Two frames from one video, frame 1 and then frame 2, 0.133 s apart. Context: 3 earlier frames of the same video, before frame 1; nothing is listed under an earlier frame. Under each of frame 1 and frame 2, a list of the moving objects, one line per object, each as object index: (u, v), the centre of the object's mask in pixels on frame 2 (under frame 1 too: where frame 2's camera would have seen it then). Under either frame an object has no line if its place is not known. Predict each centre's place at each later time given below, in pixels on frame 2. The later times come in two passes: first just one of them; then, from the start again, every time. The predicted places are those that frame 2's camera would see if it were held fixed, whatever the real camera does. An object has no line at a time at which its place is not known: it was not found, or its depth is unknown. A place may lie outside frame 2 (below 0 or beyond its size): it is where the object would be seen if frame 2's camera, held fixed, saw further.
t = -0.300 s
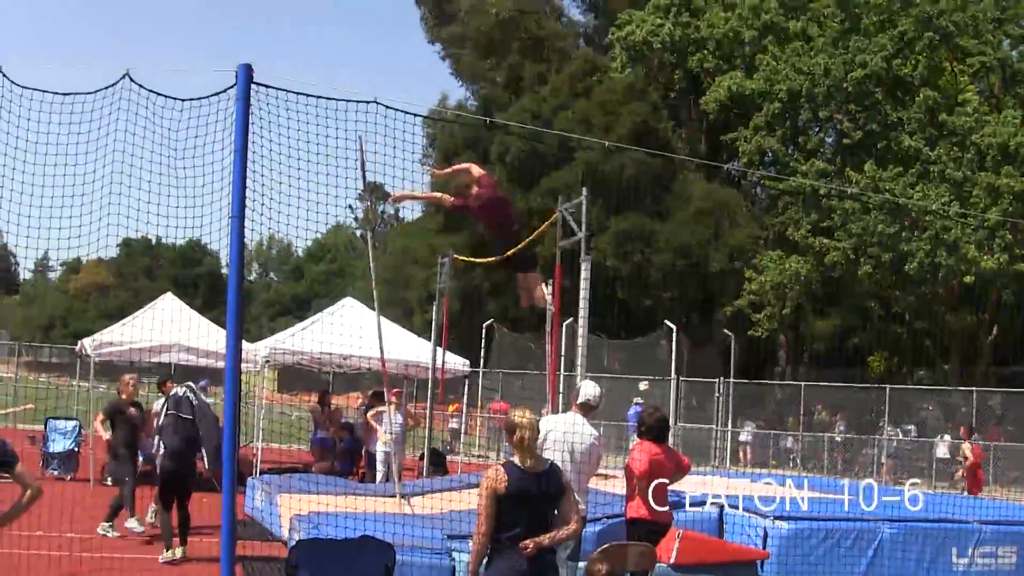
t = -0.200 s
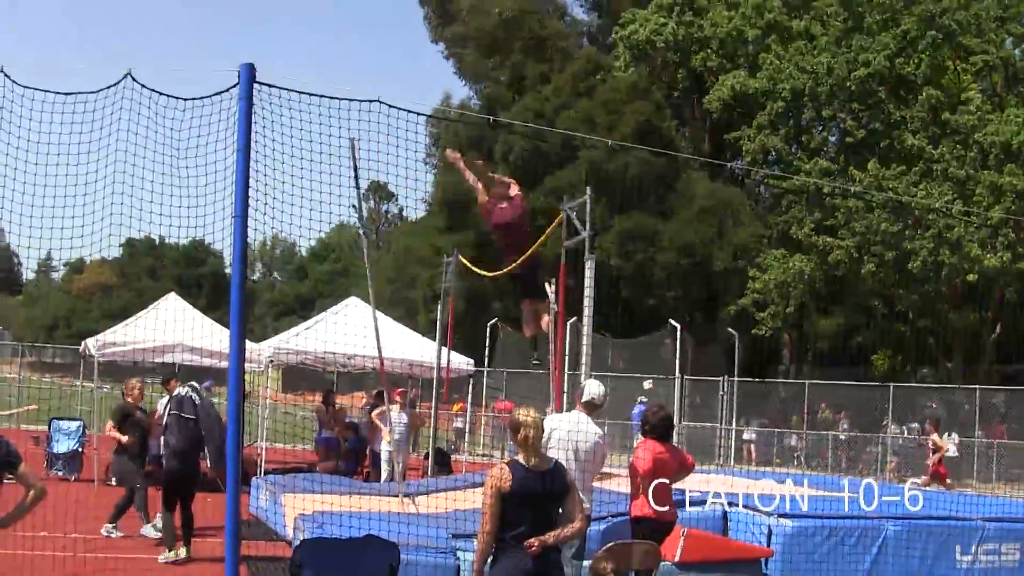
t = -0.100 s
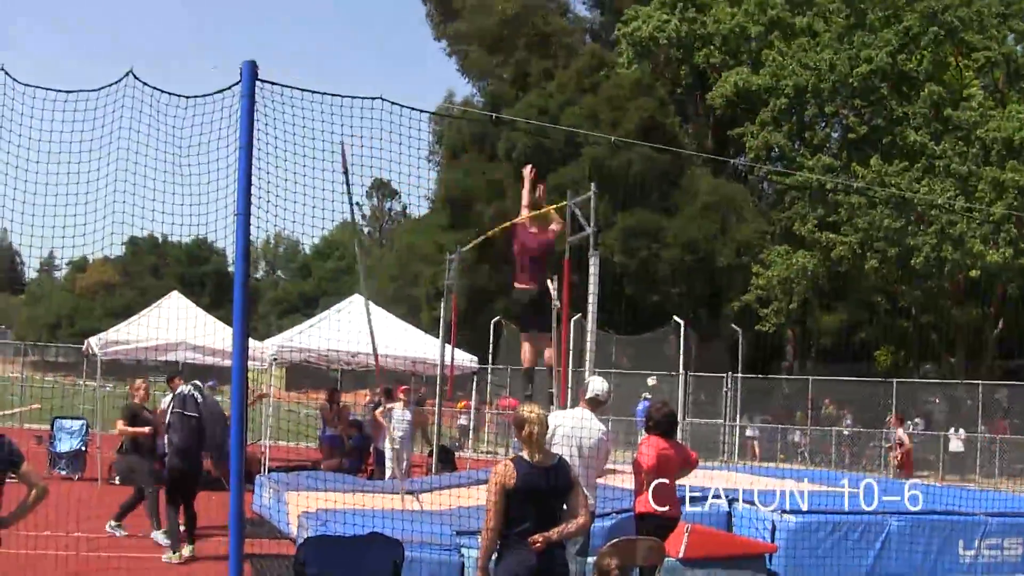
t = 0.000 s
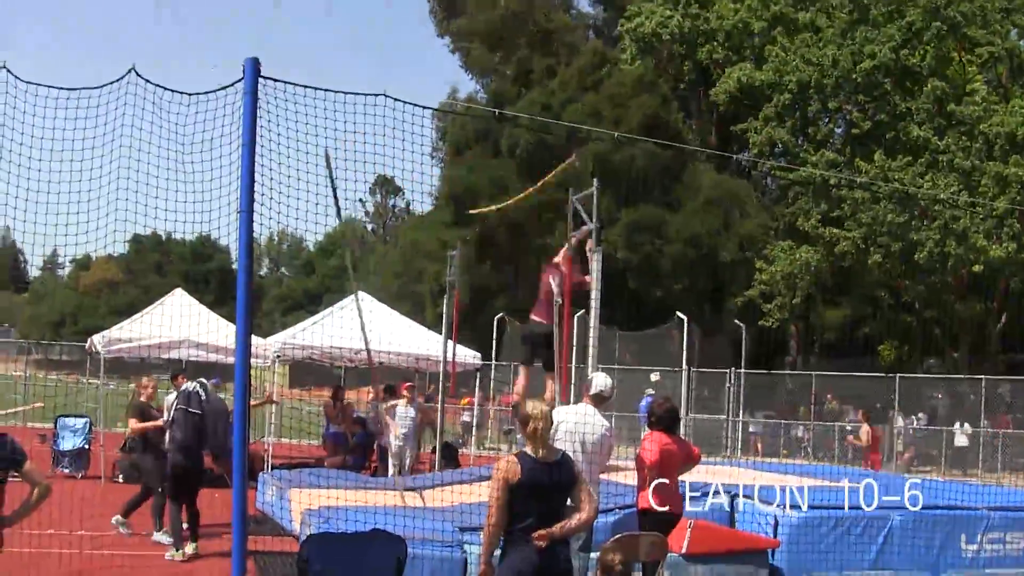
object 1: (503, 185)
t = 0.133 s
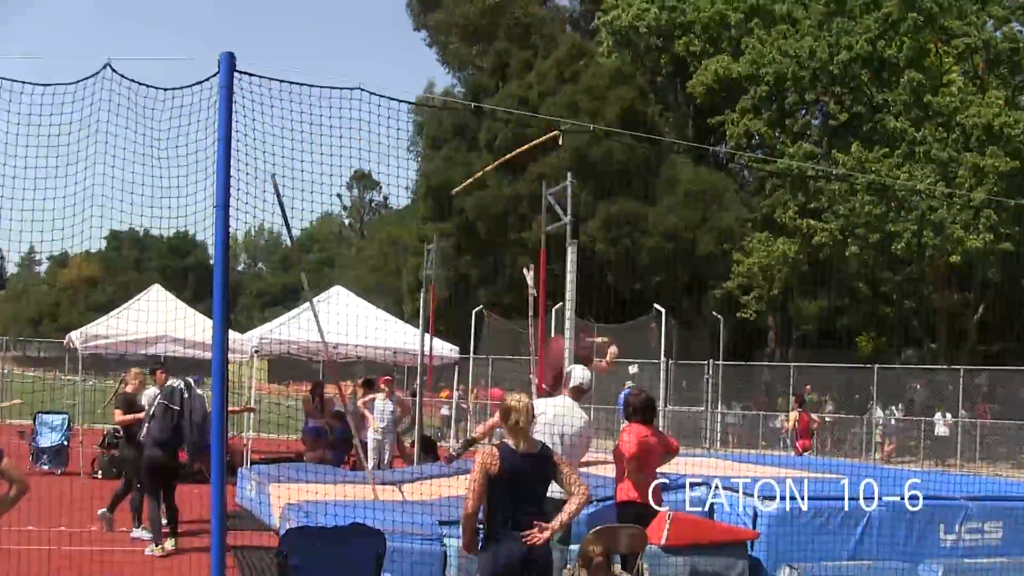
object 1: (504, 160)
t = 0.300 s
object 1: (516, 152)
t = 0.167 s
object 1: (513, 156)
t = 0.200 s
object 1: (513, 154)
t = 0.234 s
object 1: (512, 151)
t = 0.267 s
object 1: (510, 149)
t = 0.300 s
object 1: (516, 152)
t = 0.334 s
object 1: (518, 157)
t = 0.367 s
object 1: (522, 156)
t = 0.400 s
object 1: (521, 160)
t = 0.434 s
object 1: (521, 164)
